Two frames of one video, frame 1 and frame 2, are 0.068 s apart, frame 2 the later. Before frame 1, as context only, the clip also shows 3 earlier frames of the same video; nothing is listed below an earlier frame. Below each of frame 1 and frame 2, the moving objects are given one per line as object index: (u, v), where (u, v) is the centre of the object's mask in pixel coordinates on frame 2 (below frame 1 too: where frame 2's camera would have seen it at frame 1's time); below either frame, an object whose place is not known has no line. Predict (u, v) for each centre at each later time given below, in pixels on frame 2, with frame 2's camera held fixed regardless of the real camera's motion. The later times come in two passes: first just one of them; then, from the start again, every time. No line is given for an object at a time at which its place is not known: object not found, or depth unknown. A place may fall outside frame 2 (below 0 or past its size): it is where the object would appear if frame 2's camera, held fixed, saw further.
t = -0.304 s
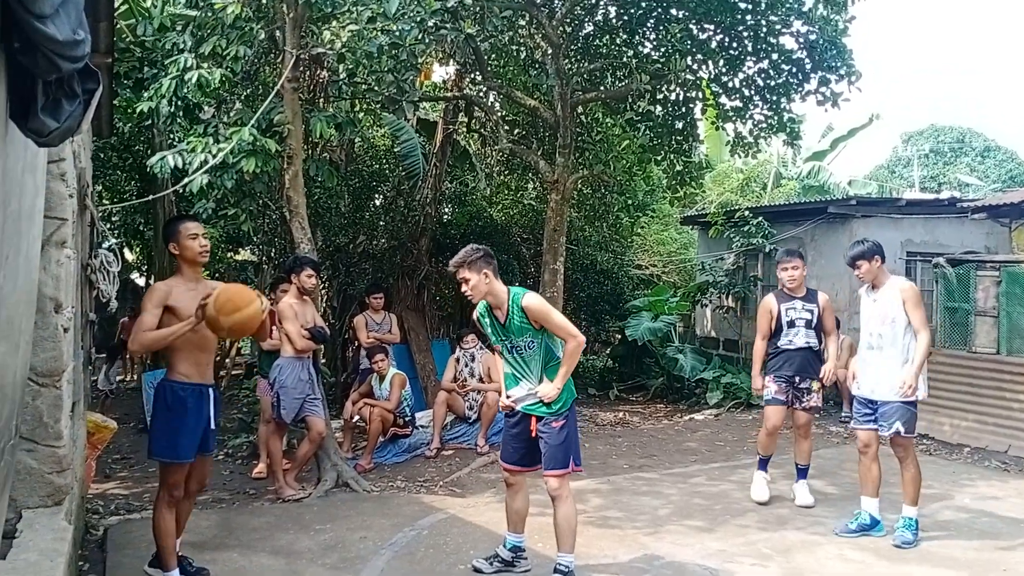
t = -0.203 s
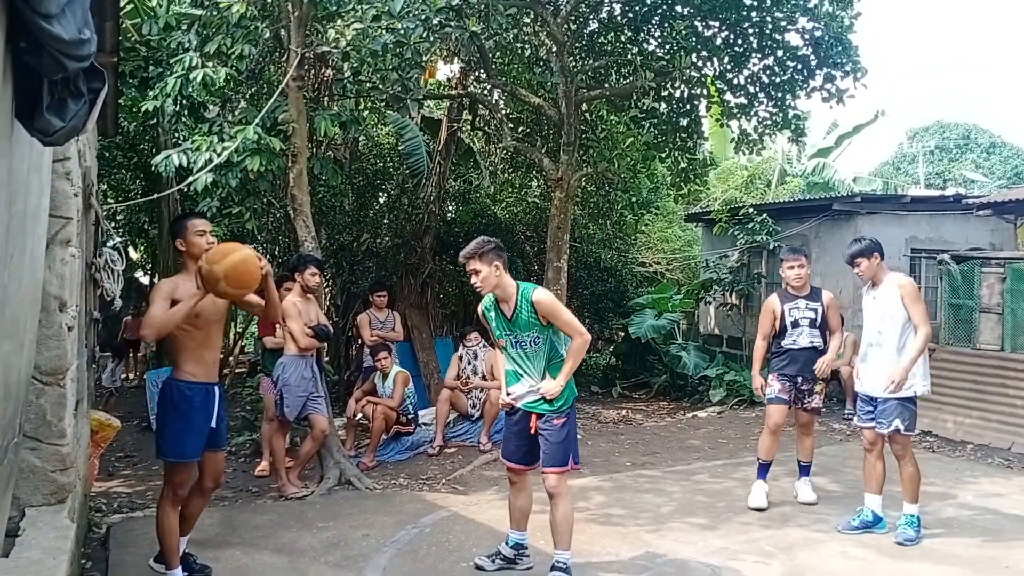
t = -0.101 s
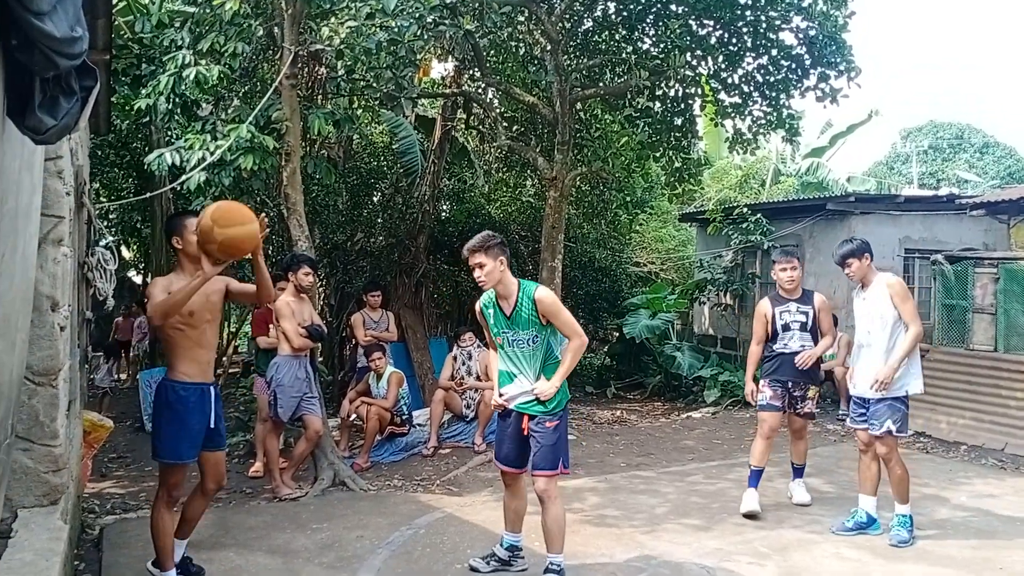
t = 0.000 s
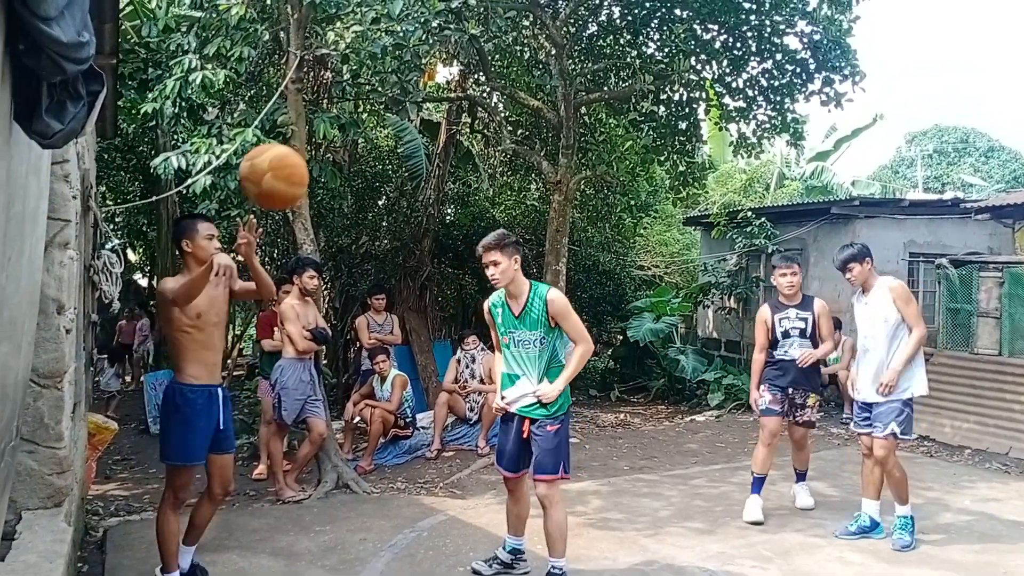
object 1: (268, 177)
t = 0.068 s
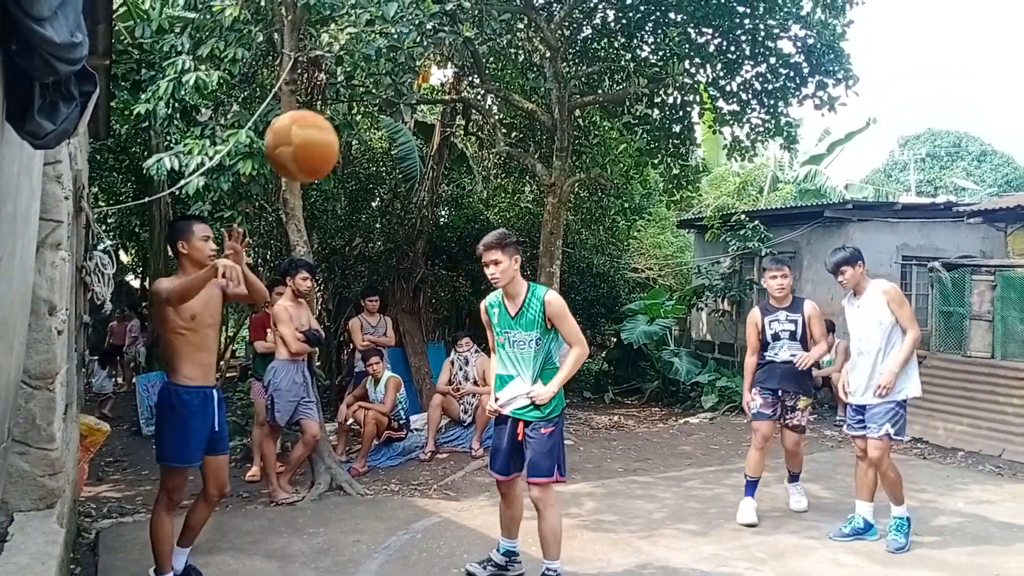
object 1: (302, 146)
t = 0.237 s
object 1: (417, 108)
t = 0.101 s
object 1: (318, 133)
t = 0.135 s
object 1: (340, 123)
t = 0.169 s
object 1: (365, 114)
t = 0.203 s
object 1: (390, 110)
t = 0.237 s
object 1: (417, 108)
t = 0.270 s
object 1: (443, 111)
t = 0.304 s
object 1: (477, 120)
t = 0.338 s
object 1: (516, 132)
